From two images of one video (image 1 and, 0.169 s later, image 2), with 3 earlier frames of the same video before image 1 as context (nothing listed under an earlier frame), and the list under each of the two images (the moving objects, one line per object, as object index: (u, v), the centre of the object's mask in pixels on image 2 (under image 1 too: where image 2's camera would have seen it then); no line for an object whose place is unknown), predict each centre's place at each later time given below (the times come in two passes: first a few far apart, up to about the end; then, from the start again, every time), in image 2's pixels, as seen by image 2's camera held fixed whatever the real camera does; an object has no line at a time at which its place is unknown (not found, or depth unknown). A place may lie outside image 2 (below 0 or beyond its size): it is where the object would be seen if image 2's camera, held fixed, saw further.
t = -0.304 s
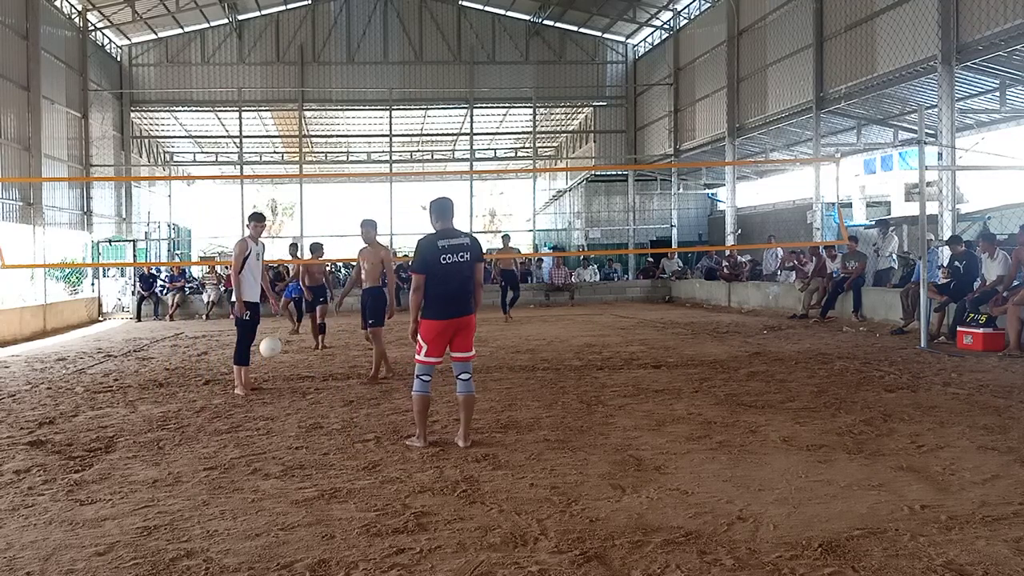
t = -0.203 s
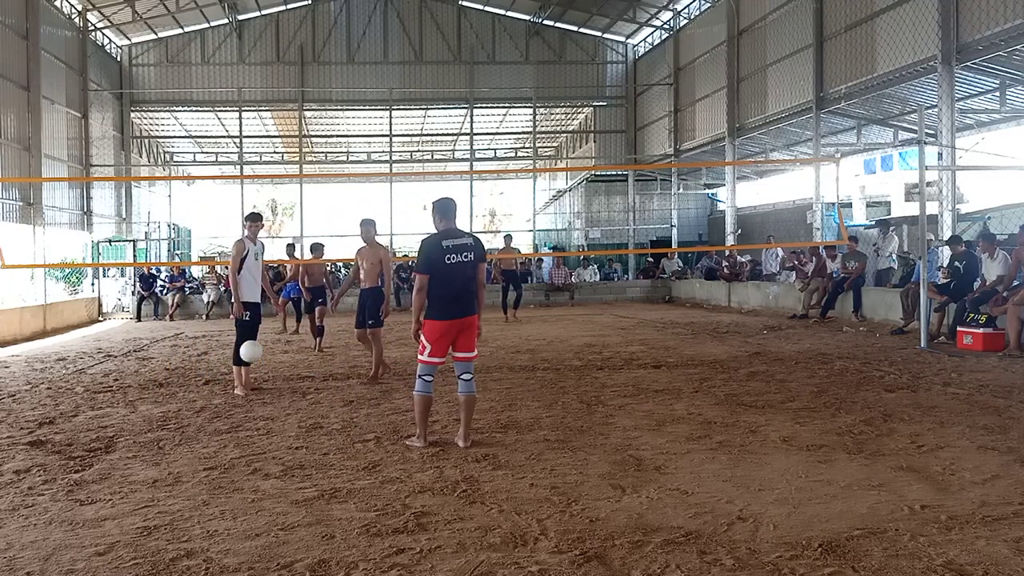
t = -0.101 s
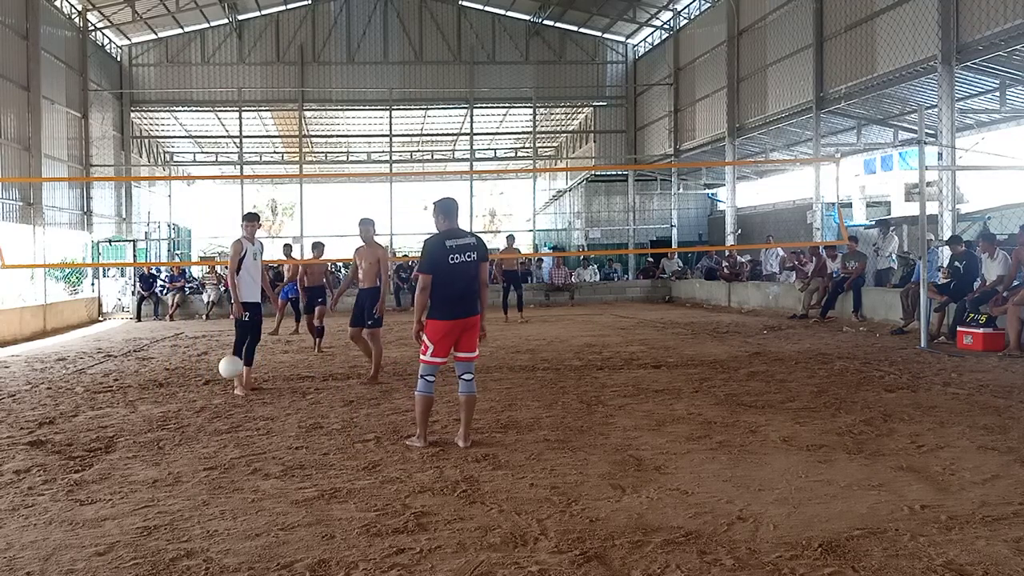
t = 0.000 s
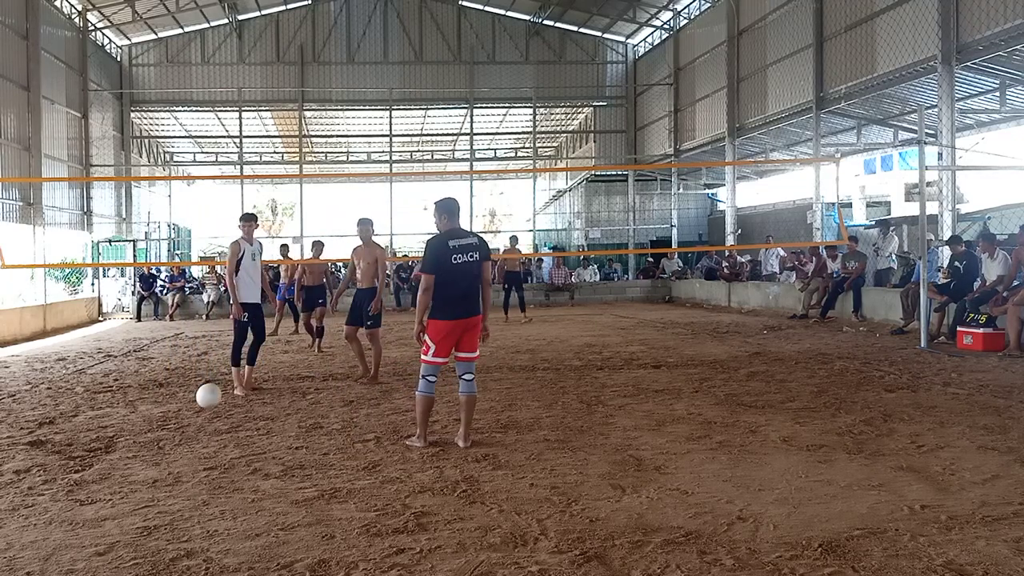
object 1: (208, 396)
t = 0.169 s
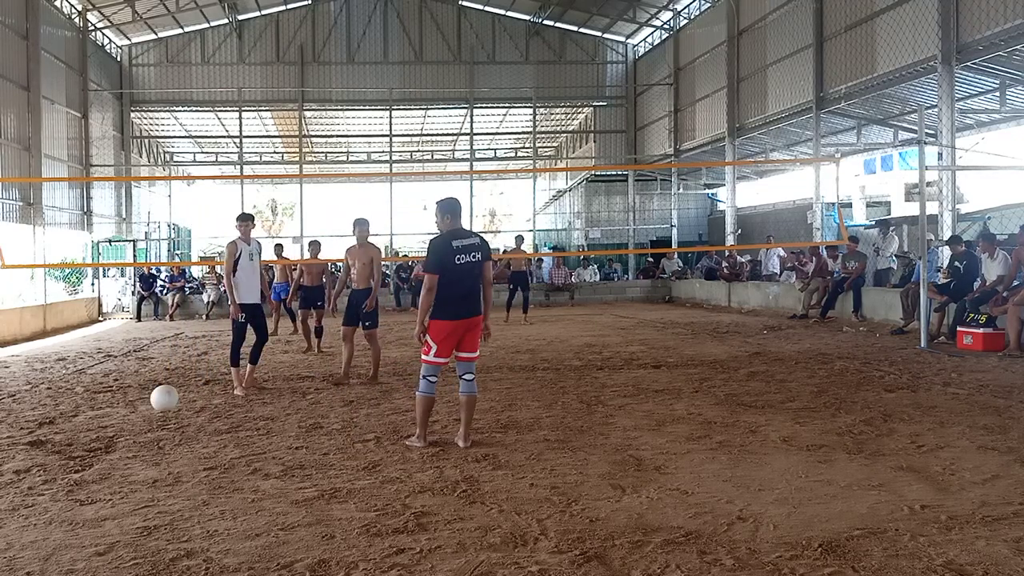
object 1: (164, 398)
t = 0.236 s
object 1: (144, 401)
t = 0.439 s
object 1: (75, 444)
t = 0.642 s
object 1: (6, 451)
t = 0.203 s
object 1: (154, 399)
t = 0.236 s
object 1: (144, 401)
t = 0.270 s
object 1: (133, 405)
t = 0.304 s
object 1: (122, 410)
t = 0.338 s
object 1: (111, 418)
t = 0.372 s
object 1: (99, 427)
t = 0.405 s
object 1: (87, 439)
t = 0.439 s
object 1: (75, 444)
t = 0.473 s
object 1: (63, 441)
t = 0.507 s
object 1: (51, 440)
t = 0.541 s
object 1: (38, 440)
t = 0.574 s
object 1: (25, 442)
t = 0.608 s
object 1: (13, 446)
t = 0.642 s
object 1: (6, 451)
